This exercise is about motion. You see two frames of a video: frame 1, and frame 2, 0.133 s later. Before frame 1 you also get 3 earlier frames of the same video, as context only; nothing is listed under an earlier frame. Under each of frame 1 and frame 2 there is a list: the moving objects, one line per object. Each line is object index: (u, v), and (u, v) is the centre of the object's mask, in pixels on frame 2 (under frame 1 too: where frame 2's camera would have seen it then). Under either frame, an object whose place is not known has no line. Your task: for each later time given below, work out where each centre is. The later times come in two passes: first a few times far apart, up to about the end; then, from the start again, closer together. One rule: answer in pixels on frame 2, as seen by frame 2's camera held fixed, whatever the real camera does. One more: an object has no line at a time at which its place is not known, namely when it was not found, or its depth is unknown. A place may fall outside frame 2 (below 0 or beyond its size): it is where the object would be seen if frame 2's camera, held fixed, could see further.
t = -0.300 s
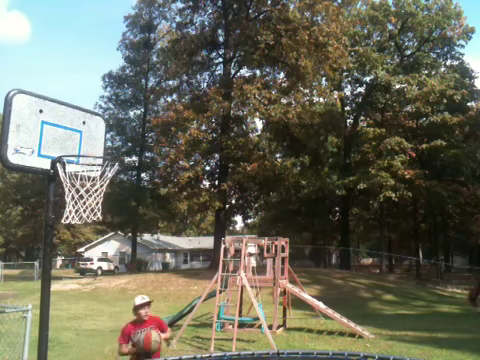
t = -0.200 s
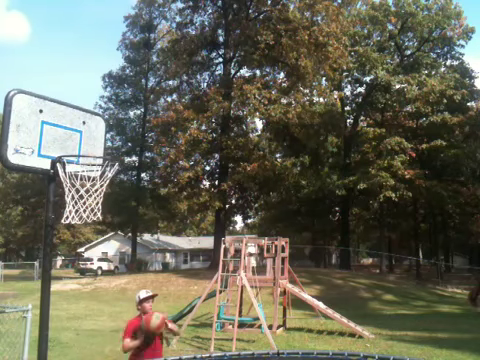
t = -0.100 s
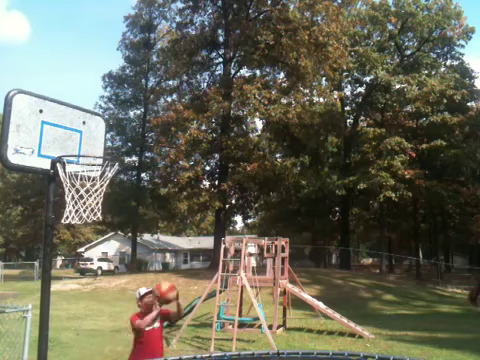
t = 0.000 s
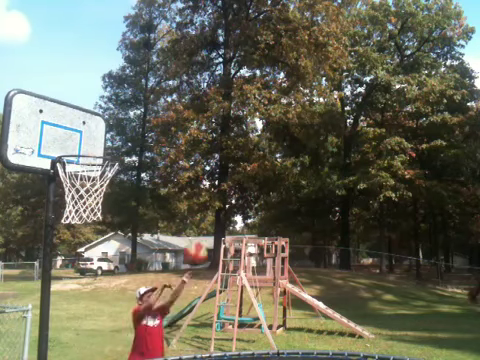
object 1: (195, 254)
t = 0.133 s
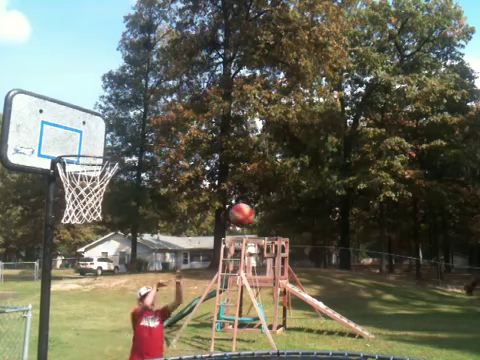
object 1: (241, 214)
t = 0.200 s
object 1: (267, 199)
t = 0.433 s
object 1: (365, 187)
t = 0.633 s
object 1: (461, 225)
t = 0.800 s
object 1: (471, 244)
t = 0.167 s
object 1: (253, 206)
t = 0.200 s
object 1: (267, 199)
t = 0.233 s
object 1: (279, 195)
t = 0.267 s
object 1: (293, 190)
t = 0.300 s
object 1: (307, 186)
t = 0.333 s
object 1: (321, 185)
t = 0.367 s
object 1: (335, 184)
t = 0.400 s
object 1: (350, 185)
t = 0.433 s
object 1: (365, 187)
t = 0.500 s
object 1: (400, 194)
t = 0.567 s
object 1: (437, 208)
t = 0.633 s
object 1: (461, 225)
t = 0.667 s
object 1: (466, 230)
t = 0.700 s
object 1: (467, 233)
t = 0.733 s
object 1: (468, 235)
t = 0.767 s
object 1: (470, 240)
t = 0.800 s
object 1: (471, 244)
